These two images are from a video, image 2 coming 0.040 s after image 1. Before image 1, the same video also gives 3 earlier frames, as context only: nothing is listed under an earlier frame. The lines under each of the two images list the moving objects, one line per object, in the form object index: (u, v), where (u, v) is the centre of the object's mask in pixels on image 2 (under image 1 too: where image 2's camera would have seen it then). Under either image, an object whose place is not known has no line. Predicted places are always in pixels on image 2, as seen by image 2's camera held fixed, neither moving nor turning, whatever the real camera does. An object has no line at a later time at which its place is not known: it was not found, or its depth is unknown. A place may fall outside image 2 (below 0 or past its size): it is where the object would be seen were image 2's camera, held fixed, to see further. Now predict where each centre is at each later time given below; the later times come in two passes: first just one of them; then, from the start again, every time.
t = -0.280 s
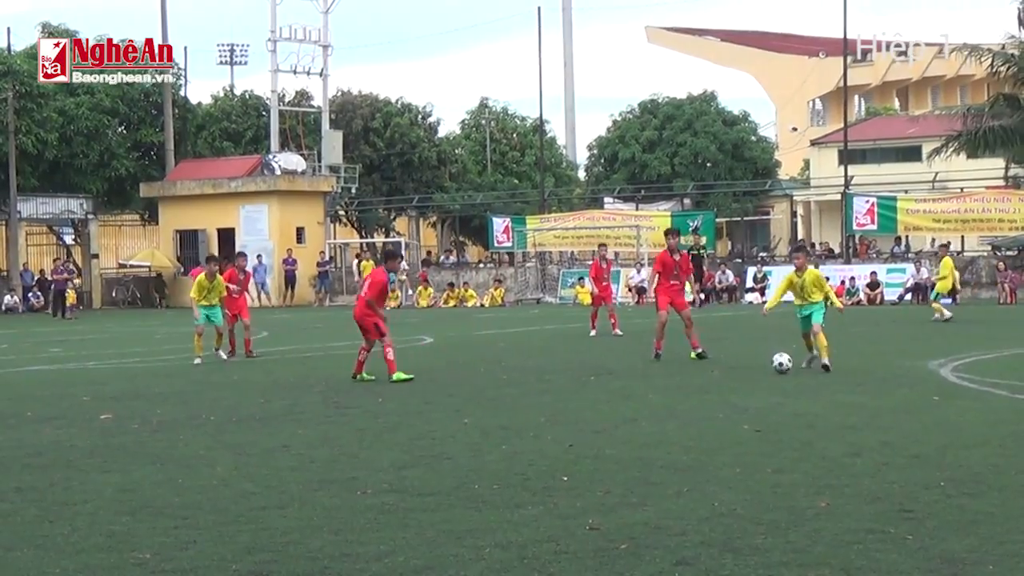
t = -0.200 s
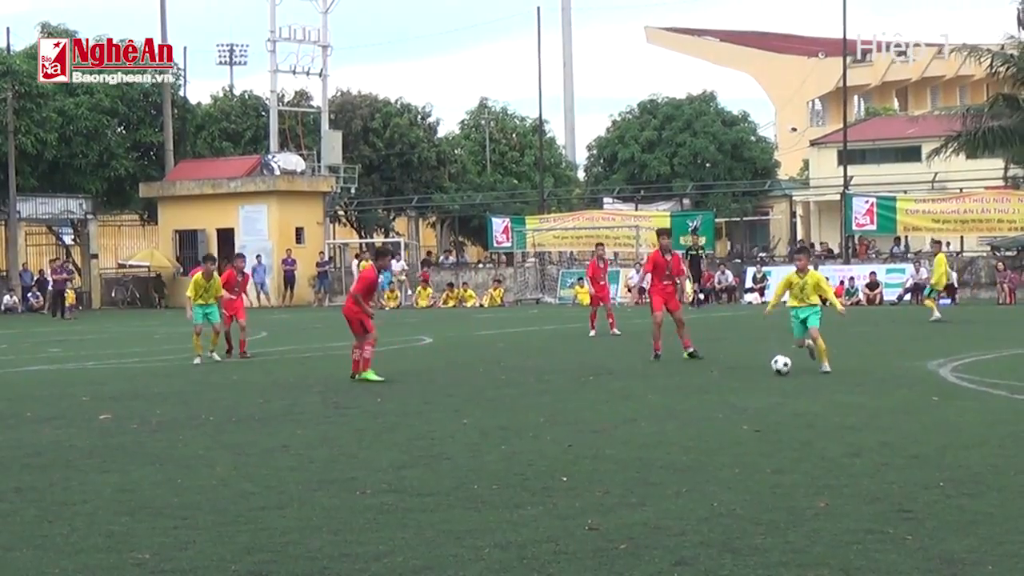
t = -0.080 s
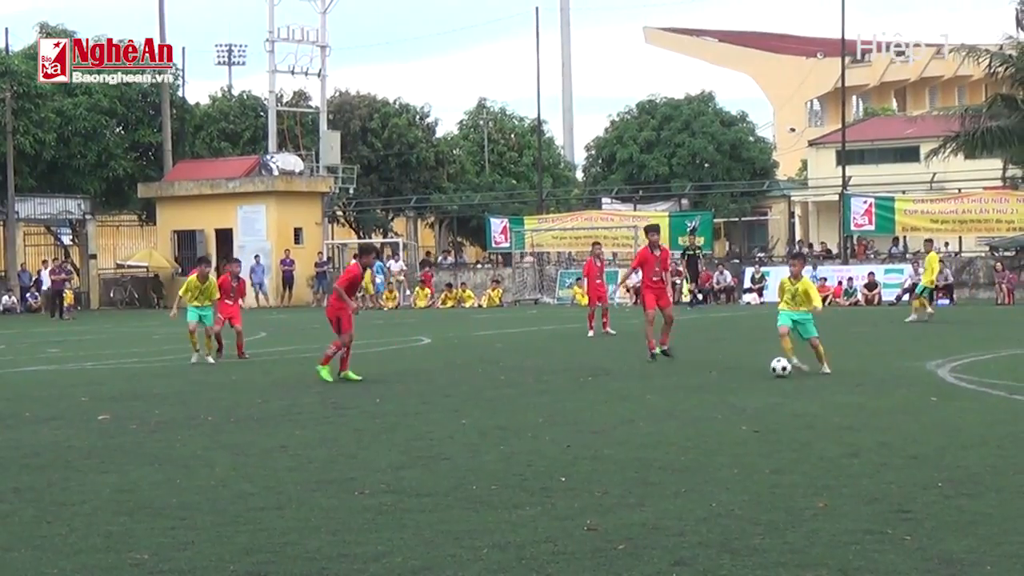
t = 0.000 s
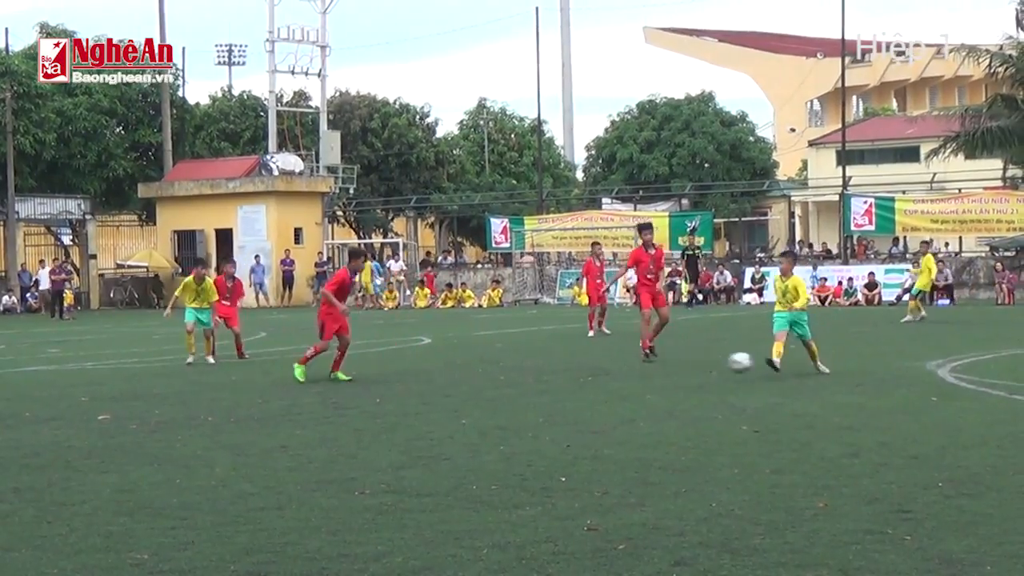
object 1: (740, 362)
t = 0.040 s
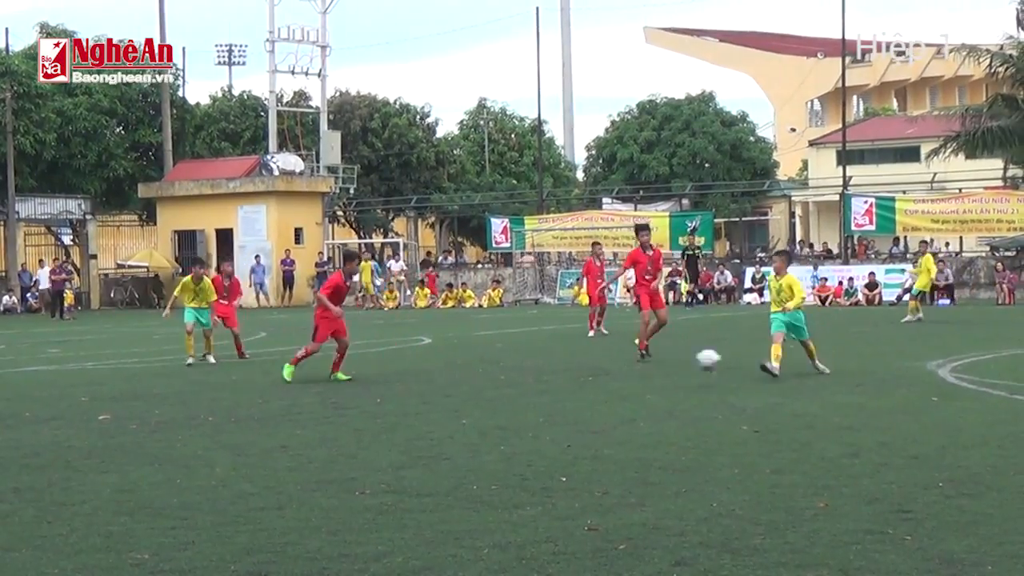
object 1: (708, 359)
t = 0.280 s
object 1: (483, 381)
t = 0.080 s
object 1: (675, 358)
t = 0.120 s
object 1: (639, 360)
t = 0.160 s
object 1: (602, 362)
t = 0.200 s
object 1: (564, 366)
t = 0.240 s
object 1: (524, 372)
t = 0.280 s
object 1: (483, 381)
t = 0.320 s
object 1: (440, 391)
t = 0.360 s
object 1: (397, 405)
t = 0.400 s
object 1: (359, 404)
